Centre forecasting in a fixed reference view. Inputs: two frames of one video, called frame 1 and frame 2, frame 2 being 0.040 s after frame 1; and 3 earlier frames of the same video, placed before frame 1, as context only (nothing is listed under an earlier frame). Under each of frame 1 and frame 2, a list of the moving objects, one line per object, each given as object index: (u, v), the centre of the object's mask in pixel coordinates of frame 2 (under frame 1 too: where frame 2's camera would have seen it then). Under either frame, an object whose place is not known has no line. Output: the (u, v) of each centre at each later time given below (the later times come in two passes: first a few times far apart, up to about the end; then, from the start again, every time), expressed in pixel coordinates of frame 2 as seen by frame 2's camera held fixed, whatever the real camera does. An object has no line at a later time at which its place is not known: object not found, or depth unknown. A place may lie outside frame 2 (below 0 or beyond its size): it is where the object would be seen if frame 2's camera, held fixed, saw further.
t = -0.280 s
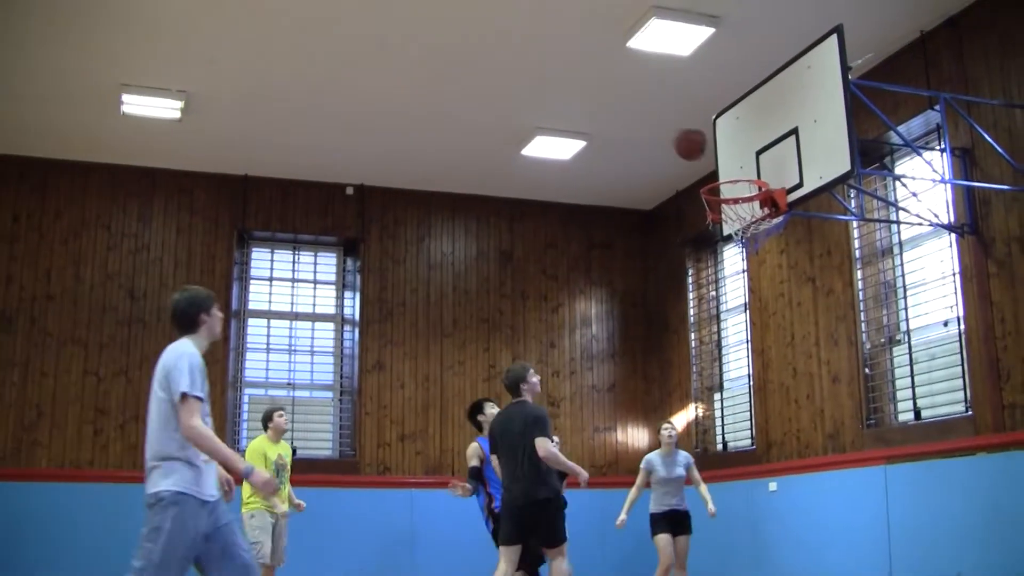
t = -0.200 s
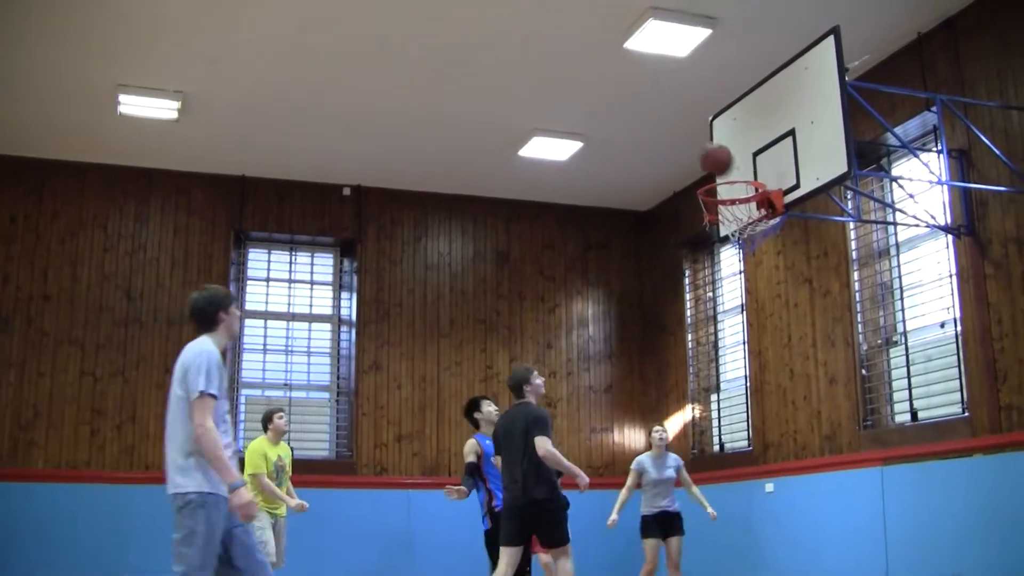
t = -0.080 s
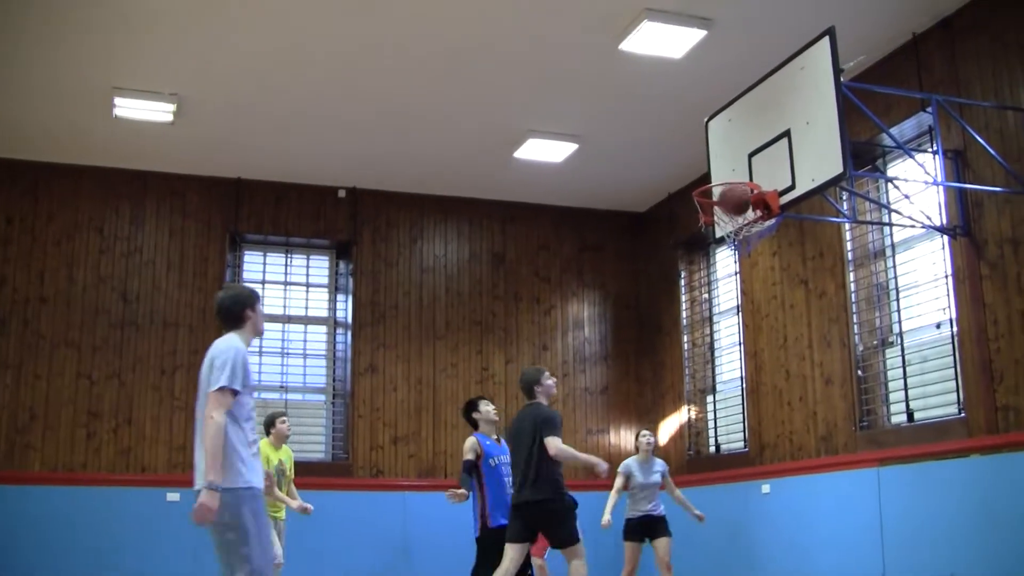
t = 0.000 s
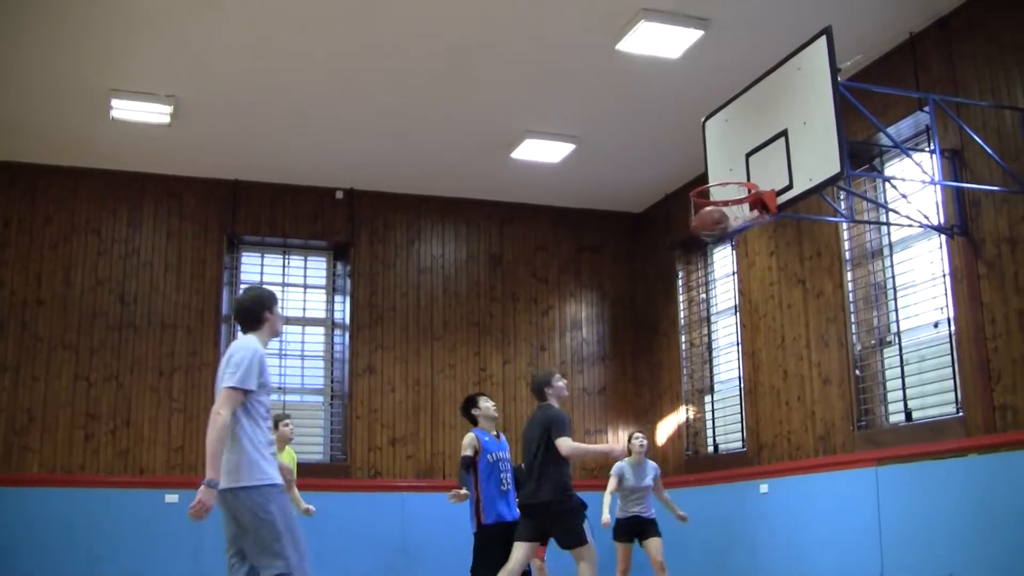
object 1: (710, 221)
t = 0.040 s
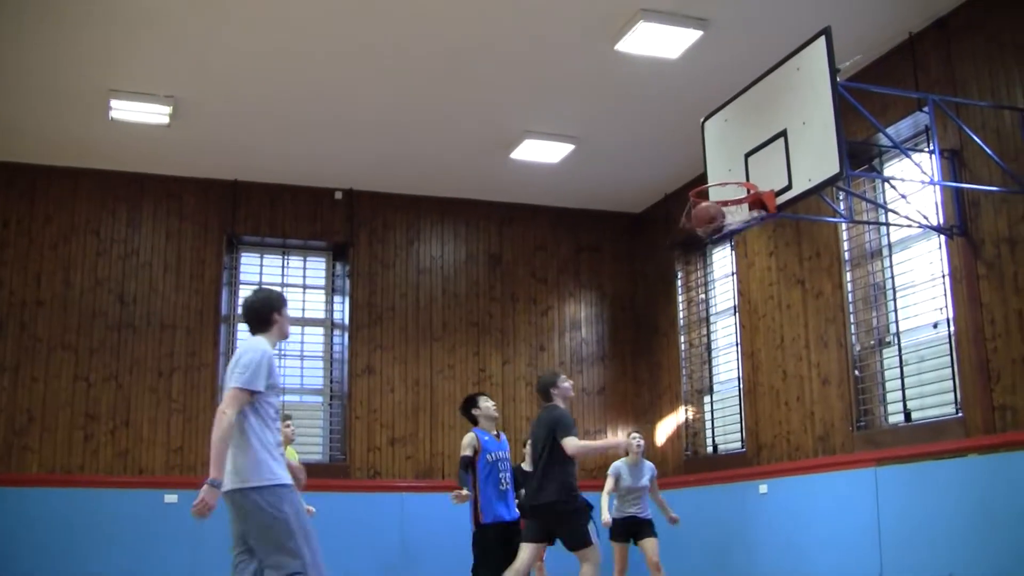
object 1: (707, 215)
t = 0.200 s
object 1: (712, 214)
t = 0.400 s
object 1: (729, 225)
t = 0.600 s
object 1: (753, 247)
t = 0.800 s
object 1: (781, 315)
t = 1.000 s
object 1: (813, 442)
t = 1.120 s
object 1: (834, 556)
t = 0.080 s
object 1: (707, 212)
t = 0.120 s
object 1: (707, 209)
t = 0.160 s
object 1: (710, 211)
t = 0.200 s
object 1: (712, 214)
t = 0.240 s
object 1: (714, 217)
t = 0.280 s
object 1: (717, 221)
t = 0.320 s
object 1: (721, 222)
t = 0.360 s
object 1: (726, 224)
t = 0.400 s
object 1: (729, 225)
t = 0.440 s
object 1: (733, 225)
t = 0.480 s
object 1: (738, 225)
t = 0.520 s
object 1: (744, 237)
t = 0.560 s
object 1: (750, 244)
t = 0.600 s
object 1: (753, 247)
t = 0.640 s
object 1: (758, 255)
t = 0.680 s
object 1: (764, 267)
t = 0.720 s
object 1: (769, 280)
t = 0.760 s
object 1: (775, 296)
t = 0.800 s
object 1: (781, 315)
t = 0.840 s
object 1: (787, 334)
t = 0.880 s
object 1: (793, 358)
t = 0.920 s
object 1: (801, 383)
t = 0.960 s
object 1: (807, 413)
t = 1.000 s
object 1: (813, 442)
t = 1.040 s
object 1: (819, 476)
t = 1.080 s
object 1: (826, 515)
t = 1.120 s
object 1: (834, 556)
